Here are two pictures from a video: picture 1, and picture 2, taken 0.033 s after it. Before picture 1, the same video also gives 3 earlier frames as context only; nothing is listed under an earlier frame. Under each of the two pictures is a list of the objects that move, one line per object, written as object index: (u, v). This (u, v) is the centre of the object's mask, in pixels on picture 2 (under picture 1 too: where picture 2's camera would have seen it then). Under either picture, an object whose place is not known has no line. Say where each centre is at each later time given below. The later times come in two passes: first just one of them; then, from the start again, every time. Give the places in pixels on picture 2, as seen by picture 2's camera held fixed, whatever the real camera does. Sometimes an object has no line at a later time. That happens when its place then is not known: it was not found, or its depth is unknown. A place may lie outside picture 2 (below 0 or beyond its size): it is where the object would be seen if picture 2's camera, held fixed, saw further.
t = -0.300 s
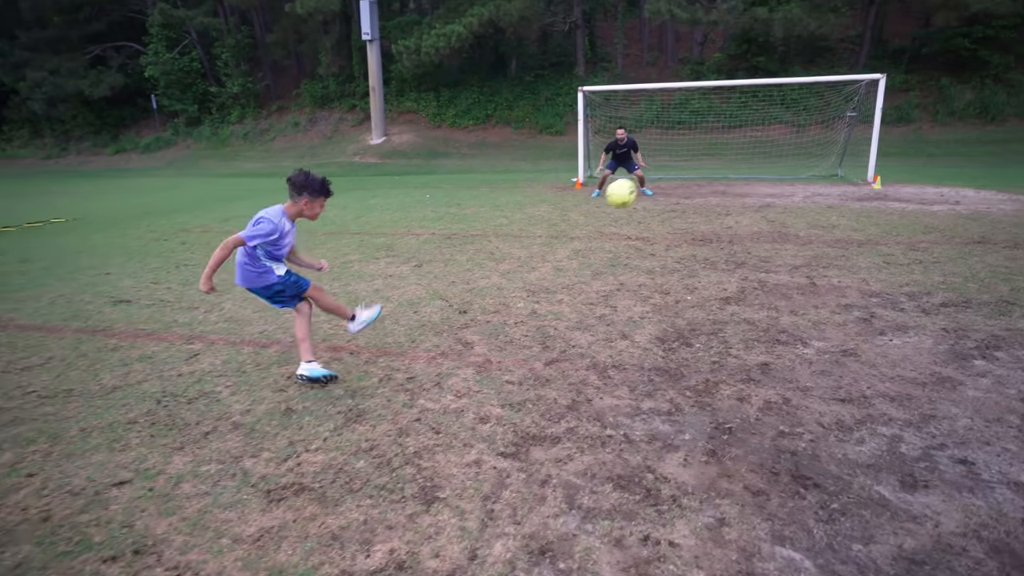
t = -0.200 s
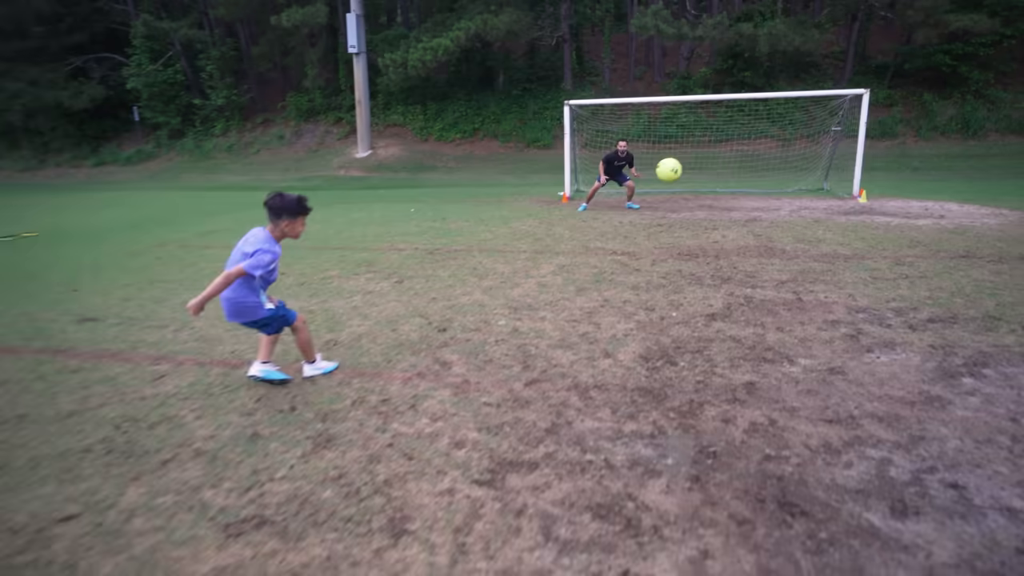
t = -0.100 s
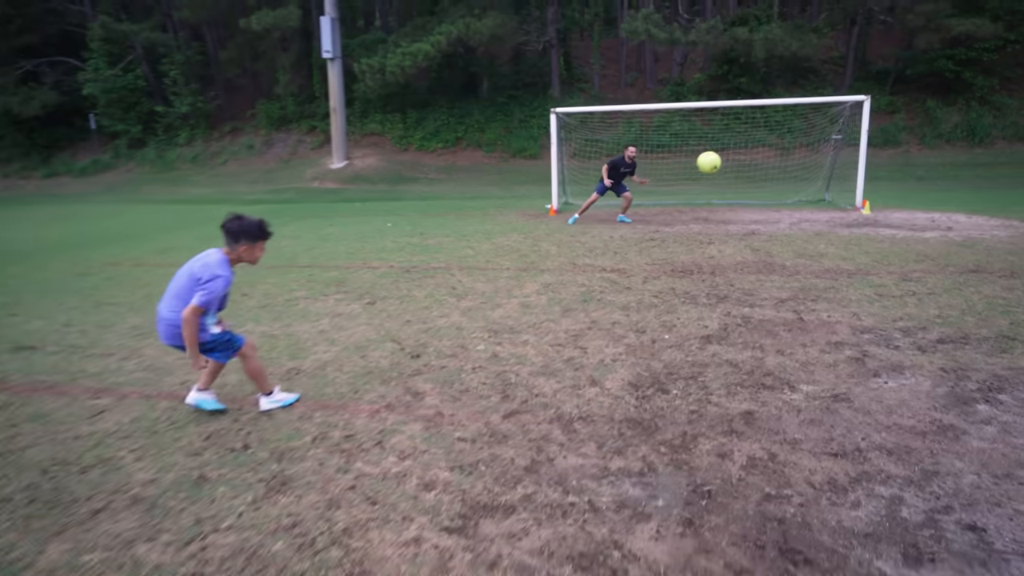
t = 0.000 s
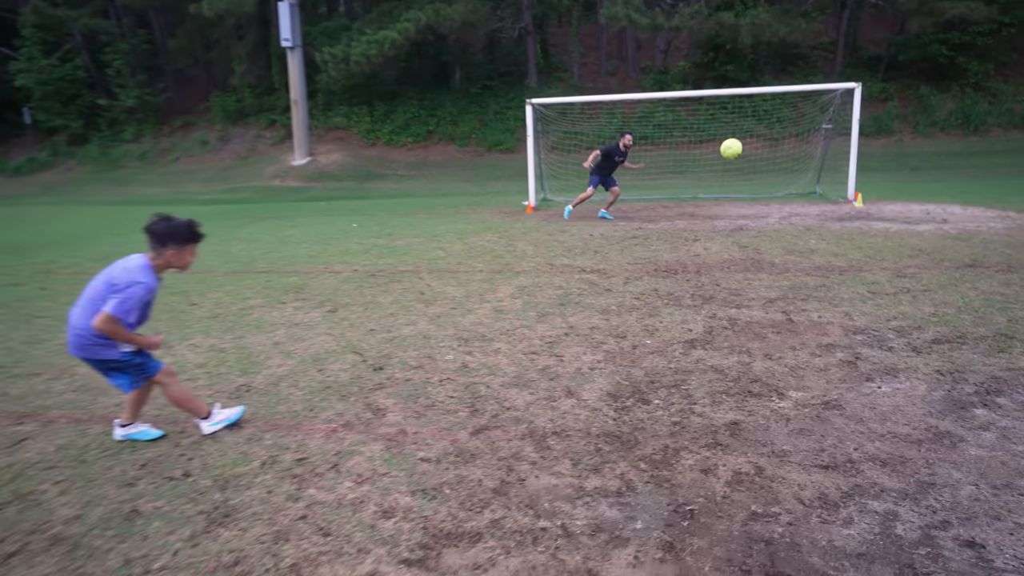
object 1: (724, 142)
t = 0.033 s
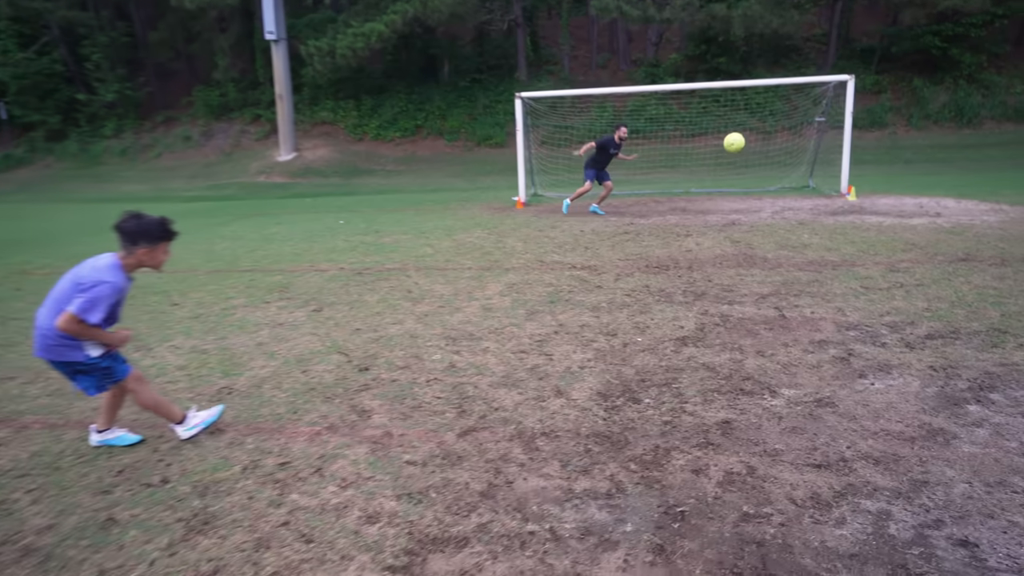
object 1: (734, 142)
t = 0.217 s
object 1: (778, 156)
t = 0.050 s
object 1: (739, 143)
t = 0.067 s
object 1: (743, 143)
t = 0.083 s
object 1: (748, 144)
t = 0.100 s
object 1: (752, 145)
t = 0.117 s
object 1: (756, 146)
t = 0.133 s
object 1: (760, 147)
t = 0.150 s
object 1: (764, 149)
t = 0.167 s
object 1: (767, 150)
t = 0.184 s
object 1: (771, 152)
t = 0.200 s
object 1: (774, 154)
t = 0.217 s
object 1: (778, 156)
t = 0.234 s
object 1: (781, 158)
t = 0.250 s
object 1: (784, 160)
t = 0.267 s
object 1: (787, 162)
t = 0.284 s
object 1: (790, 164)
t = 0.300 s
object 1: (793, 167)
